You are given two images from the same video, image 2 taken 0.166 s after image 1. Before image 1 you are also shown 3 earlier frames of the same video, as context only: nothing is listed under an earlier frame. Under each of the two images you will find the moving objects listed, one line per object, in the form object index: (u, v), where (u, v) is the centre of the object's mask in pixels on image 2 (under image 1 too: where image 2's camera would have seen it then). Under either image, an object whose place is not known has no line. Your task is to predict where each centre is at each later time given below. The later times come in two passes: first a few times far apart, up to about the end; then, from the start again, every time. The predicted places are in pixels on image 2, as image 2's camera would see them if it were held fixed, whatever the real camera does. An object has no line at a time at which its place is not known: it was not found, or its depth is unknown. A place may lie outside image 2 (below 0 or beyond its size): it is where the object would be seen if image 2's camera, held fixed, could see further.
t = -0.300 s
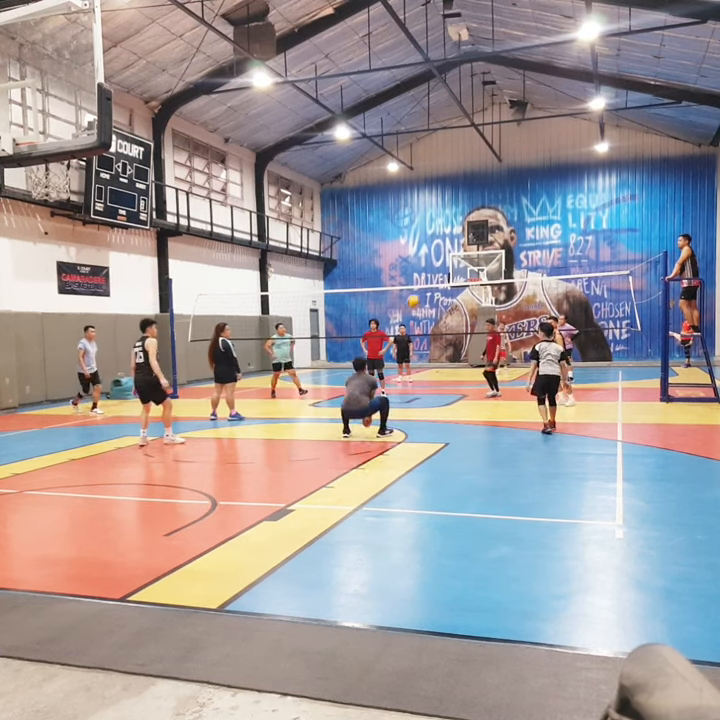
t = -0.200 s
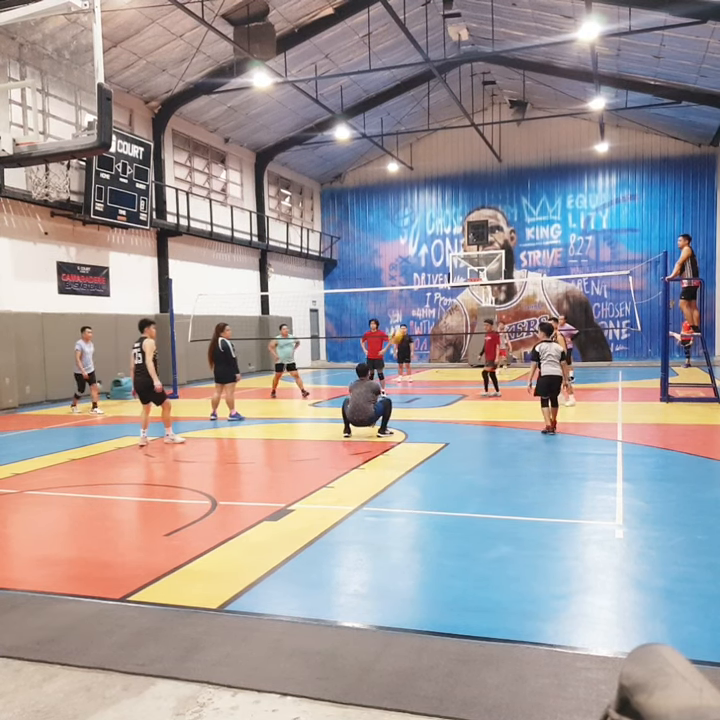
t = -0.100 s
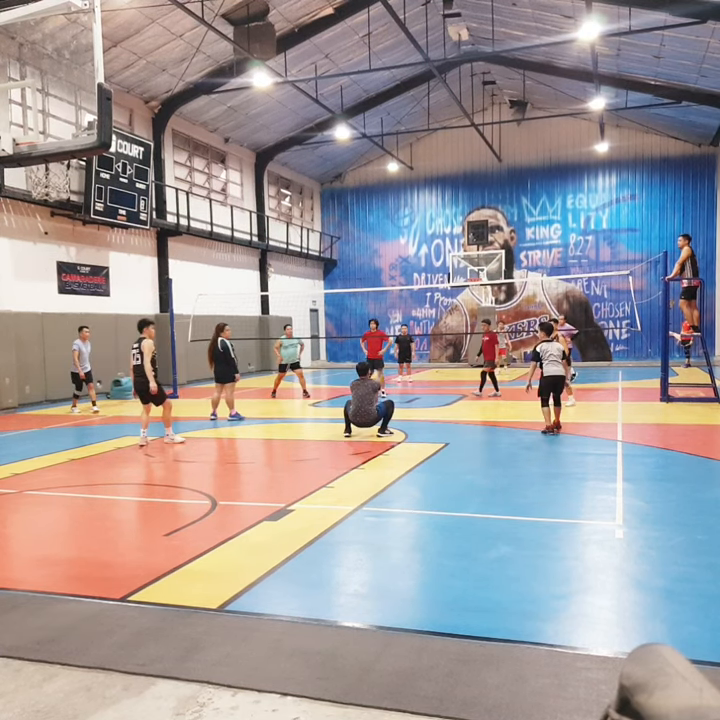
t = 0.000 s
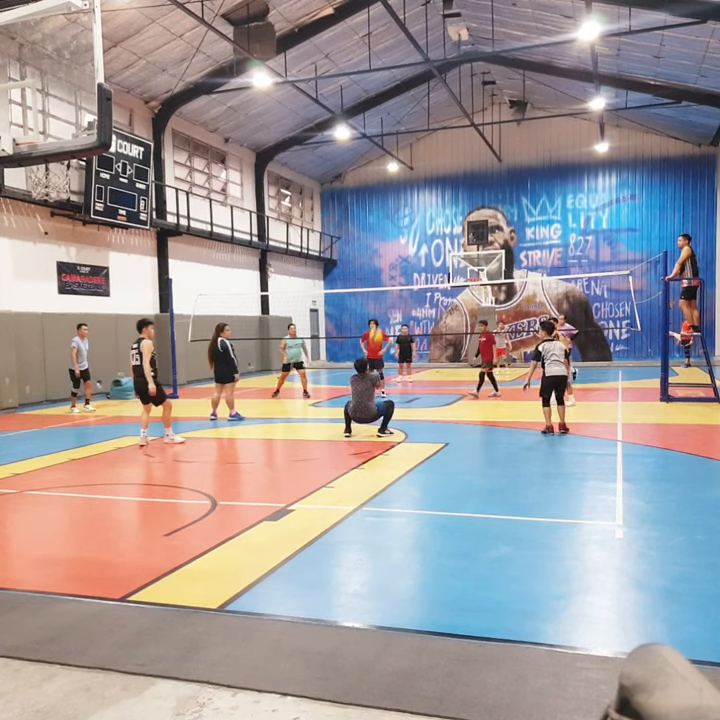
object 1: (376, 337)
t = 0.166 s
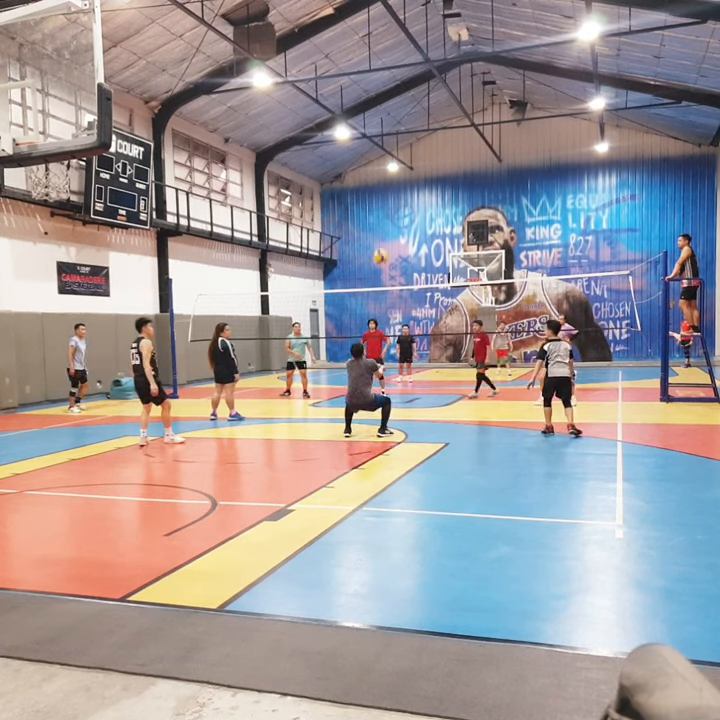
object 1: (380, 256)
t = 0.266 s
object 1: (382, 217)
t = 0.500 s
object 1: (387, 155)
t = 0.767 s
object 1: (392, 132)
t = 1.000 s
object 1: (398, 146)
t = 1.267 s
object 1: (405, 202)
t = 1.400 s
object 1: (407, 246)
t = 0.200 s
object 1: (381, 242)
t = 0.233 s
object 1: (381, 230)
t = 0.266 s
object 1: (382, 217)
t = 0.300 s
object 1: (383, 206)
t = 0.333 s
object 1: (384, 196)
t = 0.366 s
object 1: (384, 187)
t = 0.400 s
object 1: (385, 178)
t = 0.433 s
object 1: (385, 169)
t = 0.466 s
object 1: (385, 163)
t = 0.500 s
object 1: (387, 155)
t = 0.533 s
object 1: (388, 150)
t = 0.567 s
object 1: (388, 146)
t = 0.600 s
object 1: (389, 141)
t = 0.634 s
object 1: (390, 139)
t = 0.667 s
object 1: (390, 136)
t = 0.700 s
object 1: (391, 133)
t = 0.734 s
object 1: (392, 132)
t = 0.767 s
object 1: (392, 132)
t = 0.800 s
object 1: (393, 131)
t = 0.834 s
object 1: (394, 132)
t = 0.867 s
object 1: (395, 133)
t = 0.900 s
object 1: (395, 136)
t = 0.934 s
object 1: (396, 138)
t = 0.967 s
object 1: (397, 142)
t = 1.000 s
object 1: (398, 146)
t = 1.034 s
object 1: (398, 151)
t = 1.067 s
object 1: (400, 155)
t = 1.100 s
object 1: (401, 161)
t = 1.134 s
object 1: (403, 169)
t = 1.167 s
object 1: (402, 176)
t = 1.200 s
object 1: (402, 184)
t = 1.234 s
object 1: (403, 193)
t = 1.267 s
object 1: (405, 202)
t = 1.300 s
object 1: (405, 213)
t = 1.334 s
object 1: (406, 223)
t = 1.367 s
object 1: (407, 233)
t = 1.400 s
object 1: (407, 246)
